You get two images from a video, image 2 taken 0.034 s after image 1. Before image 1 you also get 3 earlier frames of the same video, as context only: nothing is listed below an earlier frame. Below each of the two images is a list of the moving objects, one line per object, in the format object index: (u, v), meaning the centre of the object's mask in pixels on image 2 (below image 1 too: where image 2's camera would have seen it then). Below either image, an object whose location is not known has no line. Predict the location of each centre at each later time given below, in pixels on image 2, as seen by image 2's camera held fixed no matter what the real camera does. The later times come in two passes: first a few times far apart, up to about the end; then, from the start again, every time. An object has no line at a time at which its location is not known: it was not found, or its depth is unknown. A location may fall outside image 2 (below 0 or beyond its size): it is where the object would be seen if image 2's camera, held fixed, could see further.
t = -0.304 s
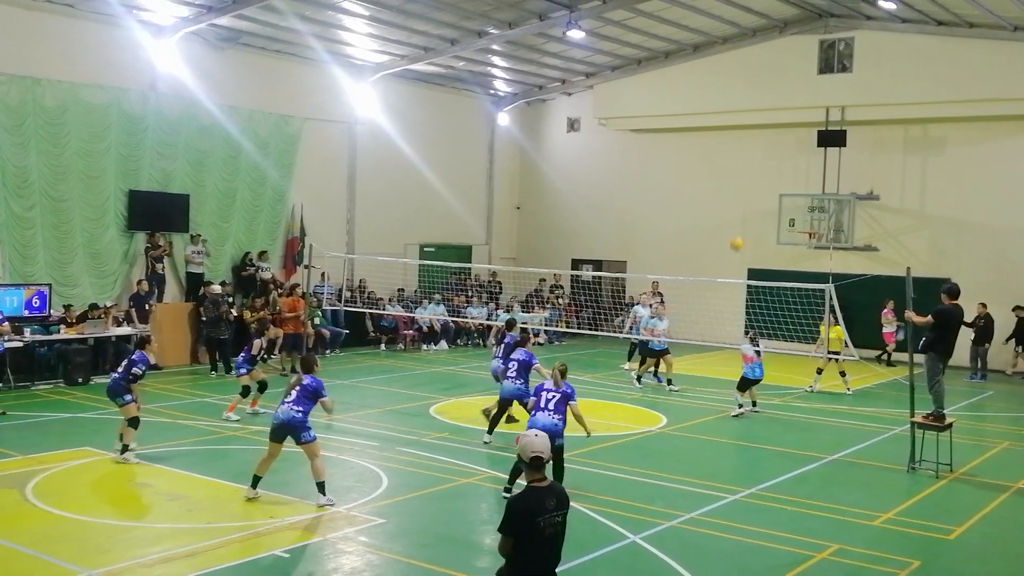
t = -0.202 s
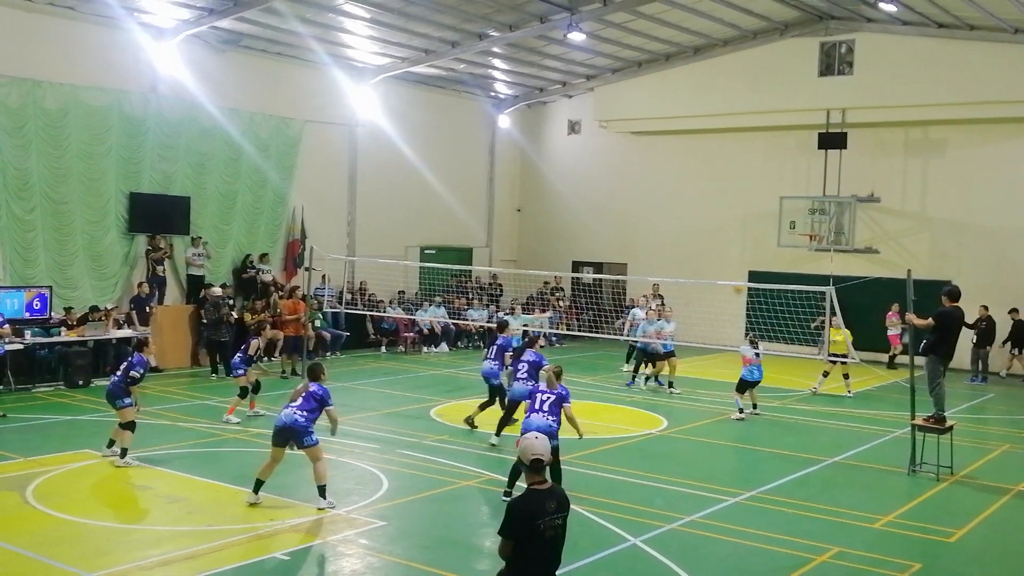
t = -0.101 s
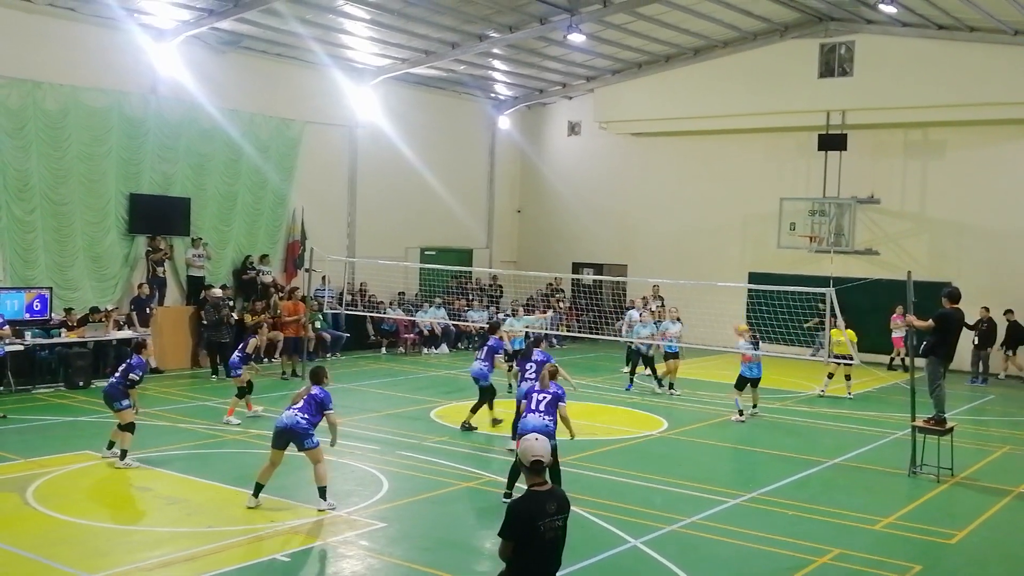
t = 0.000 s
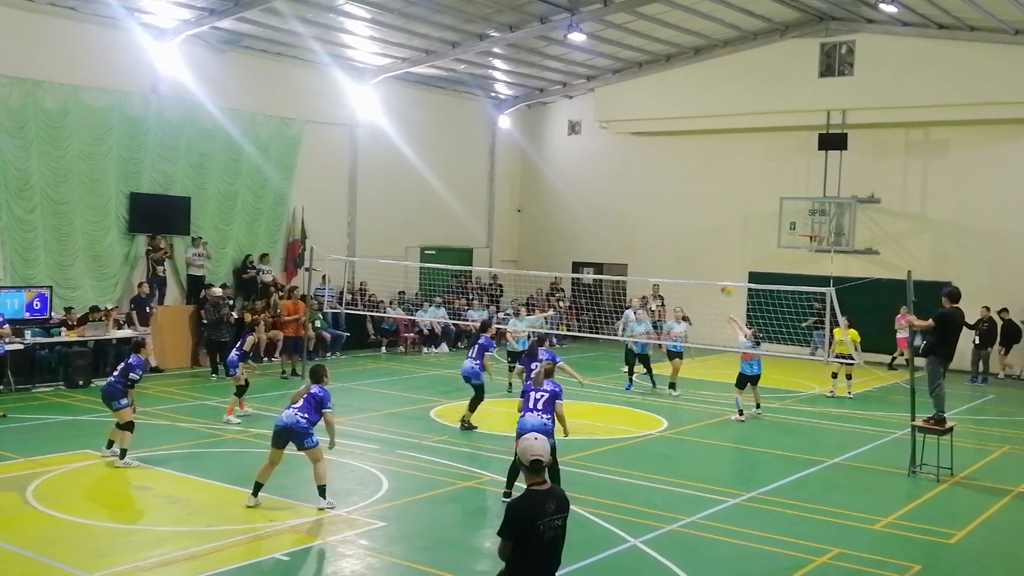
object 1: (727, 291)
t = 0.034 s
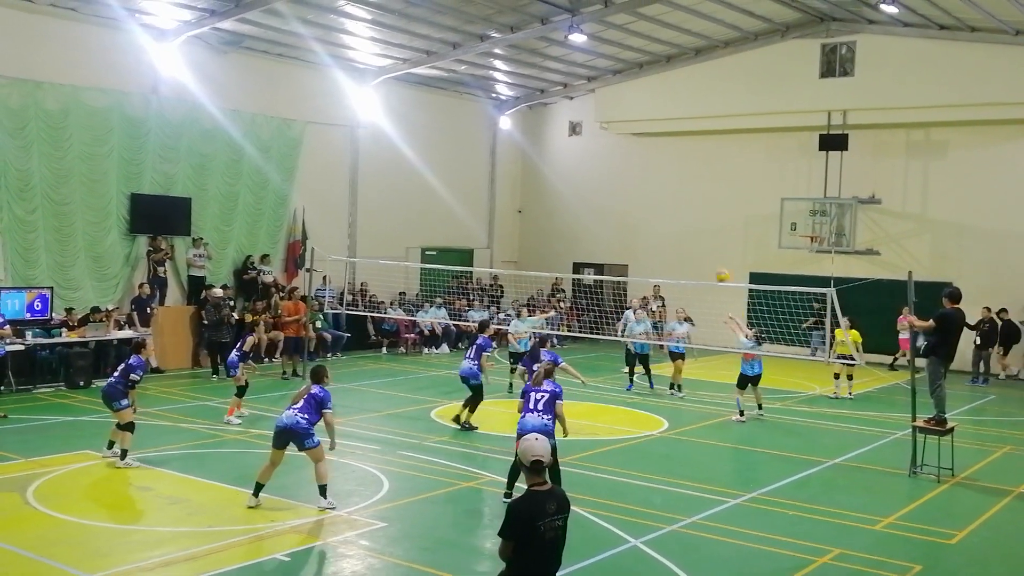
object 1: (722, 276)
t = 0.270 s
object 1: (683, 204)
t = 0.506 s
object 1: (635, 164)
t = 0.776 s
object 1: (568, 169)
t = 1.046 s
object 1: (490, 242)
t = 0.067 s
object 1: (717, 265)
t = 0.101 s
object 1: (712, 253)
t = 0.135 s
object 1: (706, 241)
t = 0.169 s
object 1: (701, 231)
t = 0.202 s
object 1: (695, 221)
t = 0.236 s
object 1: (689, 213)
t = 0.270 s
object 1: (683, 204)
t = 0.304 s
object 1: (676, 196)
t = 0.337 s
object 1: (670, 189)
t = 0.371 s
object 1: (663, 182)
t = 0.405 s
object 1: (656, 176)
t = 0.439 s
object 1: (649, 171)
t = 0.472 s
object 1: (642, 167)
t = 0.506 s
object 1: (635, 164)
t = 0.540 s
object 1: (627, 161)
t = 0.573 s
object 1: (619, 159)
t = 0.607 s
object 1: (611, 158)
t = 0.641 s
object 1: (603, 158)
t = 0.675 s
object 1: (594, 160)
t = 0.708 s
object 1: (586, 162)
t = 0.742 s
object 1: (577, 165)
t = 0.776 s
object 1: (568, 169)
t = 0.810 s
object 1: (559, 174)
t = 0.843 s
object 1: (549, 180)
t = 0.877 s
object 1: (540, 187)
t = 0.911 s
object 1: (530, 195)
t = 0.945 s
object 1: (520, 205)
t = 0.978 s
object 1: (510, 216)
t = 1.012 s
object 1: (500, 229)
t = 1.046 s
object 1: (490, 242)
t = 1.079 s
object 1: (478, 258)
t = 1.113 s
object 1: (467, 274)
